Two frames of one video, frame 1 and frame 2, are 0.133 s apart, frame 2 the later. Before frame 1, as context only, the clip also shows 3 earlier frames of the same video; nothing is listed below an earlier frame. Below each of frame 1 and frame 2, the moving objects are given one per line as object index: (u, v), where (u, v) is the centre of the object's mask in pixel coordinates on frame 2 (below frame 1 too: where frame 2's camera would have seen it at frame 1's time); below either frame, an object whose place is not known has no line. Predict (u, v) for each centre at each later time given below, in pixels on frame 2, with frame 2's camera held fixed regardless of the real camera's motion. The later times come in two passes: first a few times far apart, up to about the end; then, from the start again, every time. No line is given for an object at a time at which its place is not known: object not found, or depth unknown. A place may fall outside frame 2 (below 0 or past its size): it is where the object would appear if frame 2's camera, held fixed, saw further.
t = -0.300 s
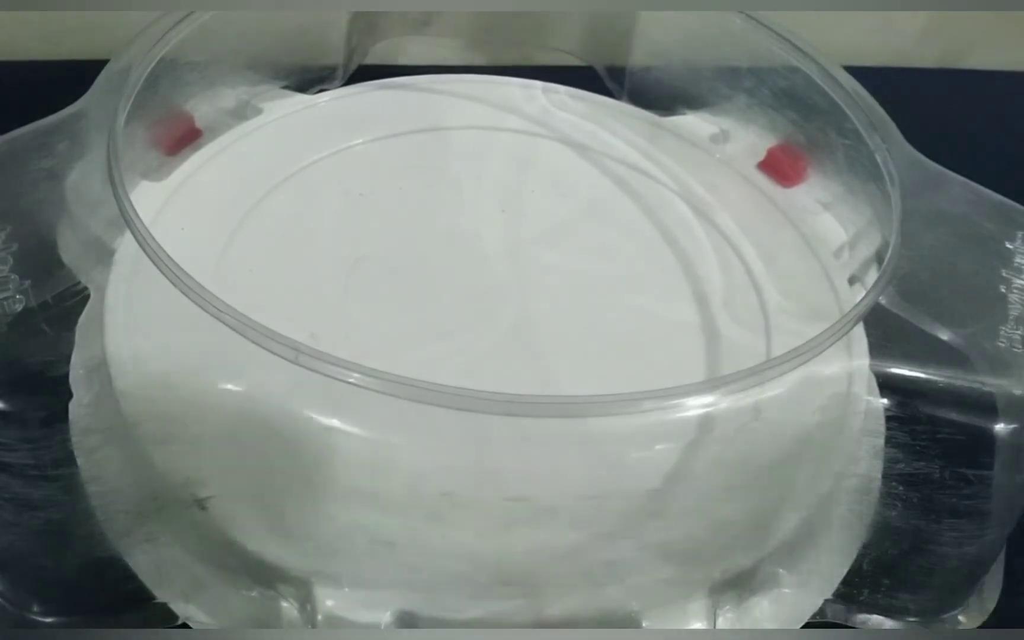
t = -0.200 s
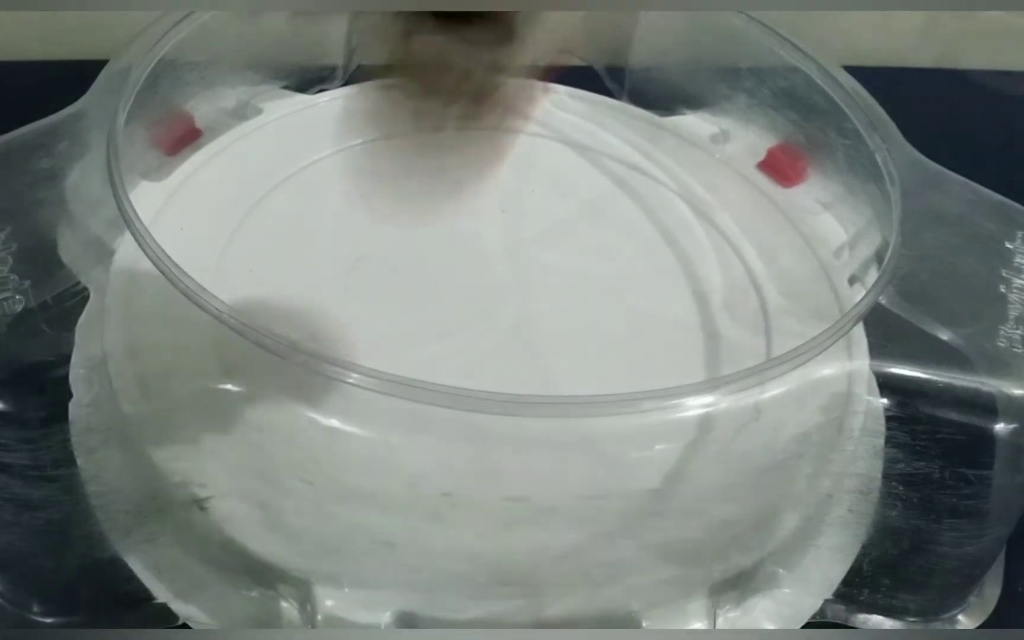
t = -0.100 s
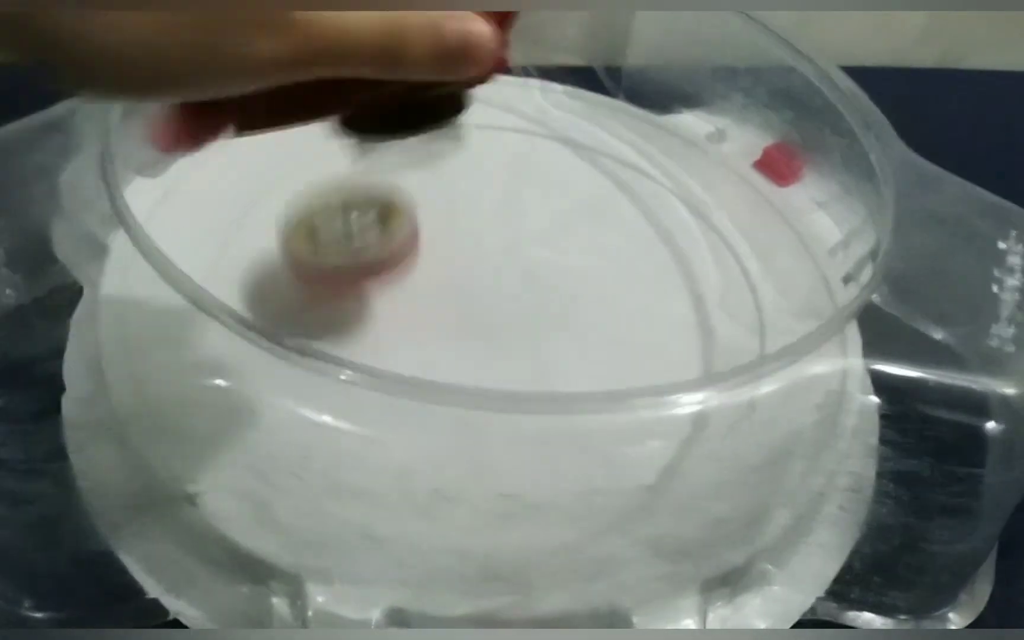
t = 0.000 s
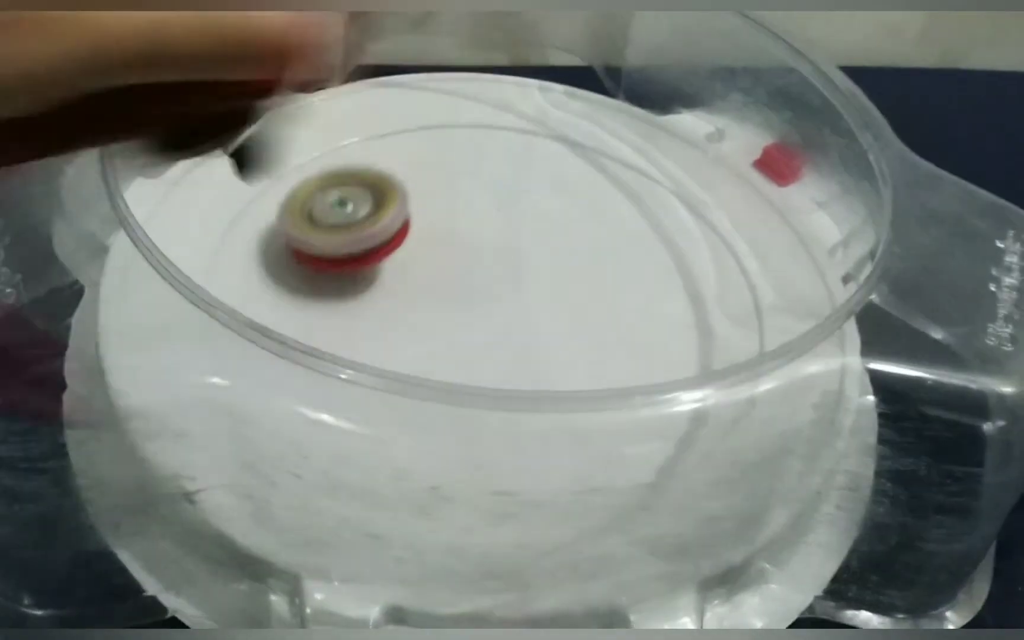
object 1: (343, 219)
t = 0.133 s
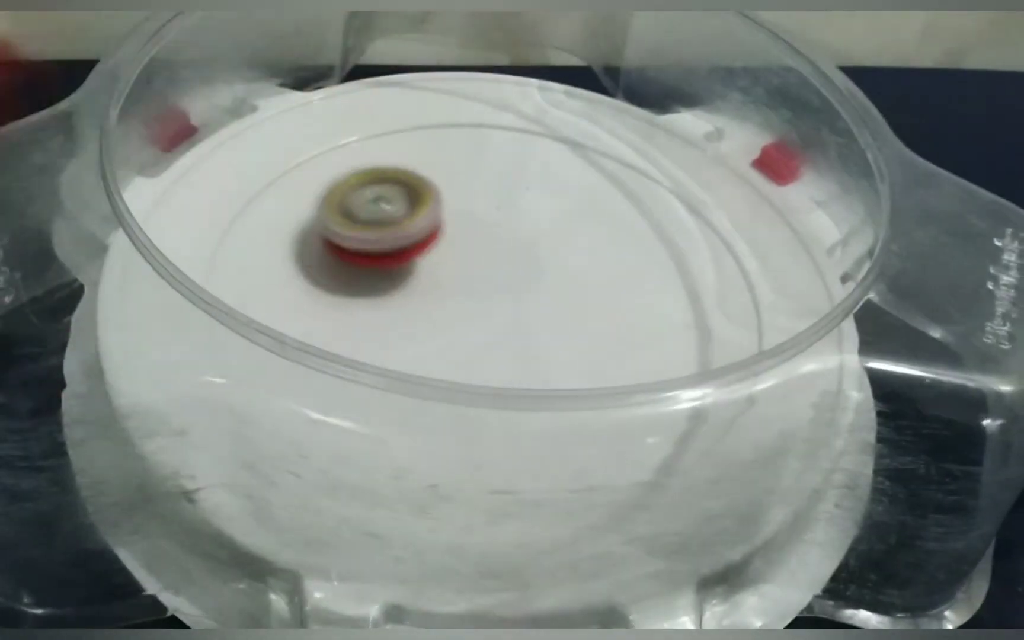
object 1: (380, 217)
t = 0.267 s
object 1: (427, 280)
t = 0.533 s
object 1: (708, 400)
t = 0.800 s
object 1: (566, 121)
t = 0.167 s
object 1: (392, 227)
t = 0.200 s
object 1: (405, 241)
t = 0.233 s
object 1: (416, 259)
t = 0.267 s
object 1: (427, 280)
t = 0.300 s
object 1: (439, 306)
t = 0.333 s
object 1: (457, 329)
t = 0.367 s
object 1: (486, 363)
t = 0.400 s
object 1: (522, 394)
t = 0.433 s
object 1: (567, 410)
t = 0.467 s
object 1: (618, 418)
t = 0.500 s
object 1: (663, 415)
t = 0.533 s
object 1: (708, 400)
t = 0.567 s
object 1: (730, 372)
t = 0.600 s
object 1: (728, 323)
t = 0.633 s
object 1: (732, 297)
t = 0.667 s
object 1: (719, 257)
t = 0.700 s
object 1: (695, 212)
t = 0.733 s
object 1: (657, 179)
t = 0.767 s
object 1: (614, 146)
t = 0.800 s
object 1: (566, 121)
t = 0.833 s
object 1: (512, 101)
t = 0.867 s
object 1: (455, 93)
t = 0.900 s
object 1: (390, 105)
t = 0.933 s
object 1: (323, 125)
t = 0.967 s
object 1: (268, 153)
